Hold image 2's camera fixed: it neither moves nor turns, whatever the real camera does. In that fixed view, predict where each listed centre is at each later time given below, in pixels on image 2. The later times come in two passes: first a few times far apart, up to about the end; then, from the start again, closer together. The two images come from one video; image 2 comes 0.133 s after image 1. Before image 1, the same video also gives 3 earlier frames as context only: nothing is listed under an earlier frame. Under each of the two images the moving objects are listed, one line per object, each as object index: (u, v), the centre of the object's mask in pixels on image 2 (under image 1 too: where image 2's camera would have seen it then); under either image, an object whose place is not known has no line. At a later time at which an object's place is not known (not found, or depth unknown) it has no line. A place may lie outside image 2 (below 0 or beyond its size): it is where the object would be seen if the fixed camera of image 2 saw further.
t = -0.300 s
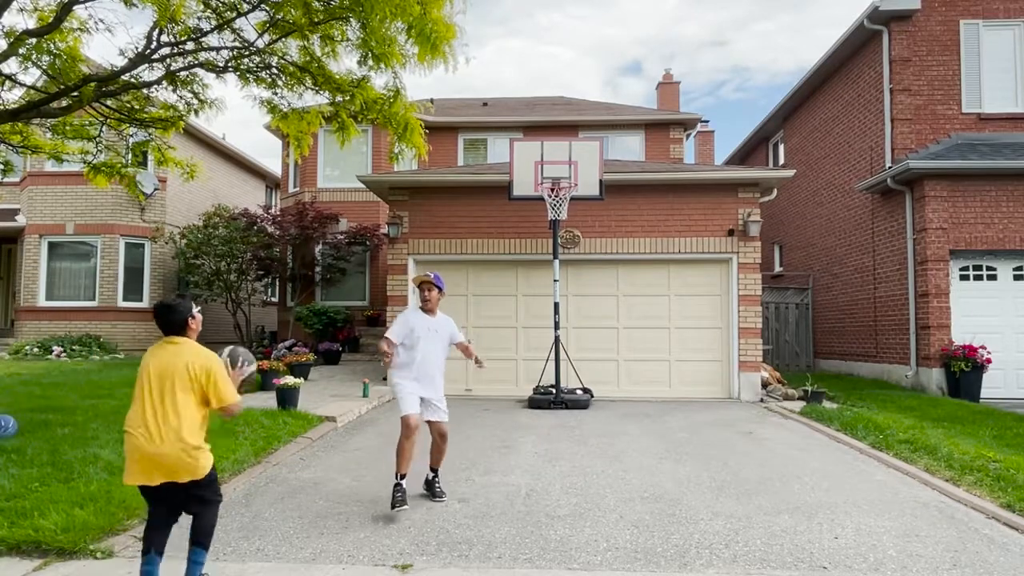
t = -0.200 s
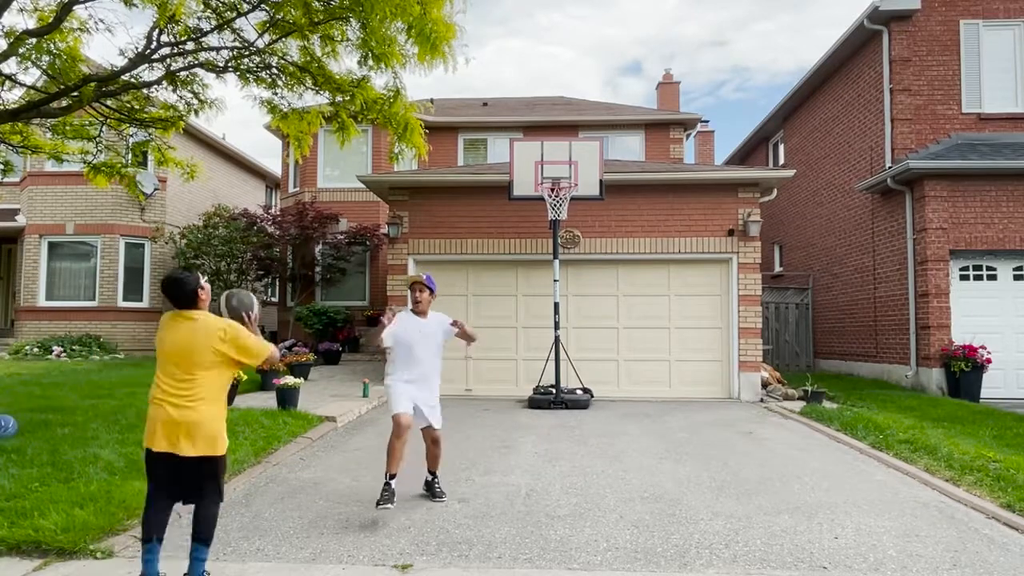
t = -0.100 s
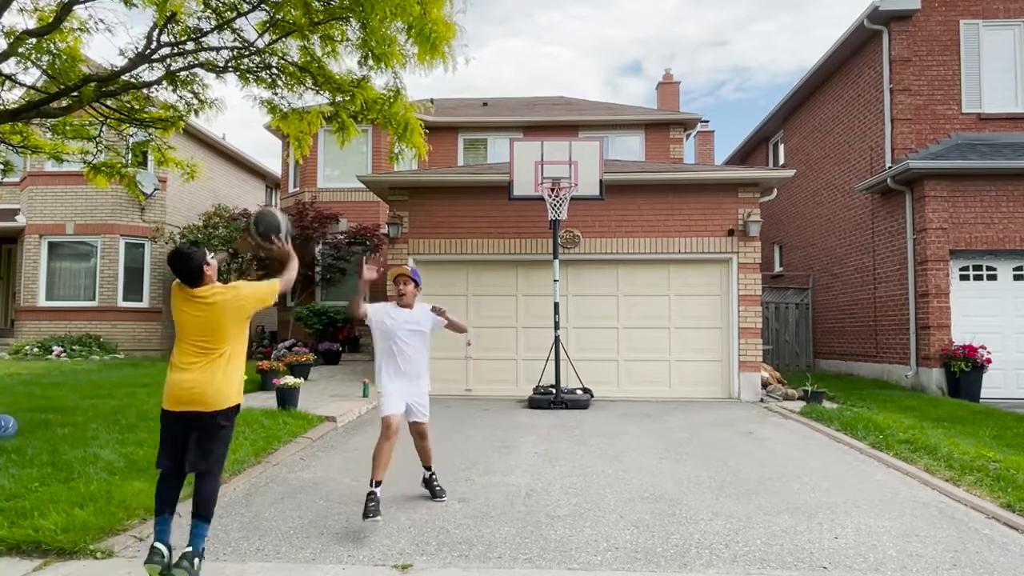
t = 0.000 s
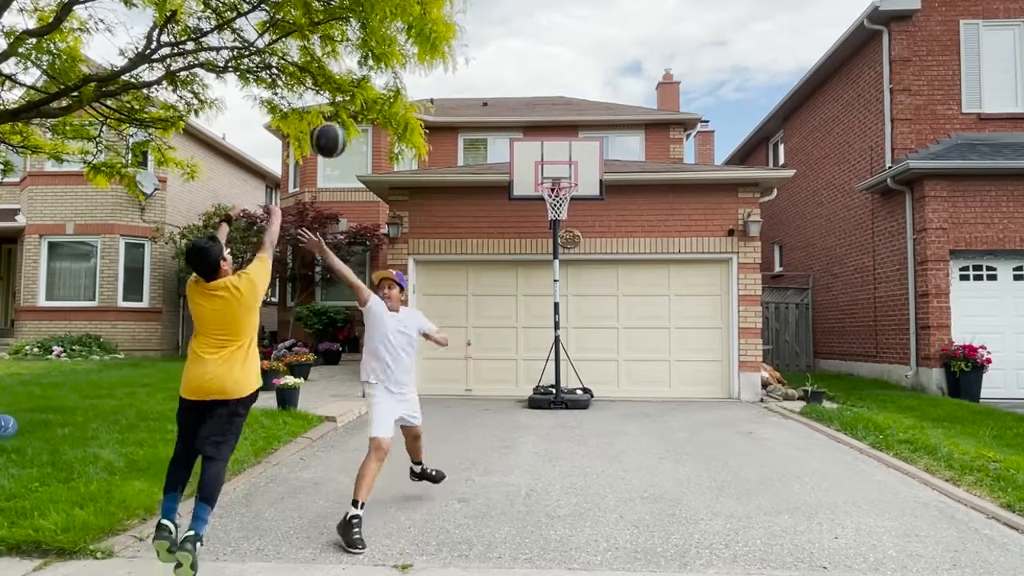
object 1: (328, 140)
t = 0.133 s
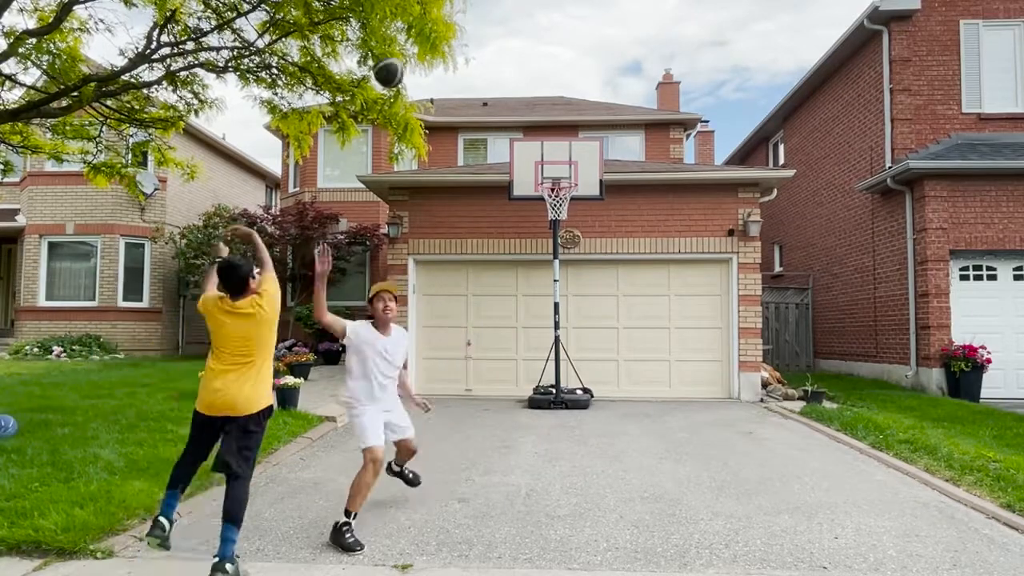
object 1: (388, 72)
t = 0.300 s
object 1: (442, 39)
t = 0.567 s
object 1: (504, 56)
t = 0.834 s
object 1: (545, 126)
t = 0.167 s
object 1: (400, 62)
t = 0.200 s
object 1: (412, 53)
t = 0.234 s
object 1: (422, 48)
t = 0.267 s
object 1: (433, 42)
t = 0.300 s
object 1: (442, 39)
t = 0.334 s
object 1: (453, 36)
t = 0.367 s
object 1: (461, 36)
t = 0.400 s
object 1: (469, 36)
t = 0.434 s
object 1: (477, 38)
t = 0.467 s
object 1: (485, 41)
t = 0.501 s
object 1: (492, 45)
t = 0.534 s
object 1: (498, 50)
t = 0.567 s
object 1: (504, 56)
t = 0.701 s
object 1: (526, 86)
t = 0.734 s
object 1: (531, 95)
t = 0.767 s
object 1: (536, 105)
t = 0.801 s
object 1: (540, 116)
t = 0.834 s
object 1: (545, 126)
